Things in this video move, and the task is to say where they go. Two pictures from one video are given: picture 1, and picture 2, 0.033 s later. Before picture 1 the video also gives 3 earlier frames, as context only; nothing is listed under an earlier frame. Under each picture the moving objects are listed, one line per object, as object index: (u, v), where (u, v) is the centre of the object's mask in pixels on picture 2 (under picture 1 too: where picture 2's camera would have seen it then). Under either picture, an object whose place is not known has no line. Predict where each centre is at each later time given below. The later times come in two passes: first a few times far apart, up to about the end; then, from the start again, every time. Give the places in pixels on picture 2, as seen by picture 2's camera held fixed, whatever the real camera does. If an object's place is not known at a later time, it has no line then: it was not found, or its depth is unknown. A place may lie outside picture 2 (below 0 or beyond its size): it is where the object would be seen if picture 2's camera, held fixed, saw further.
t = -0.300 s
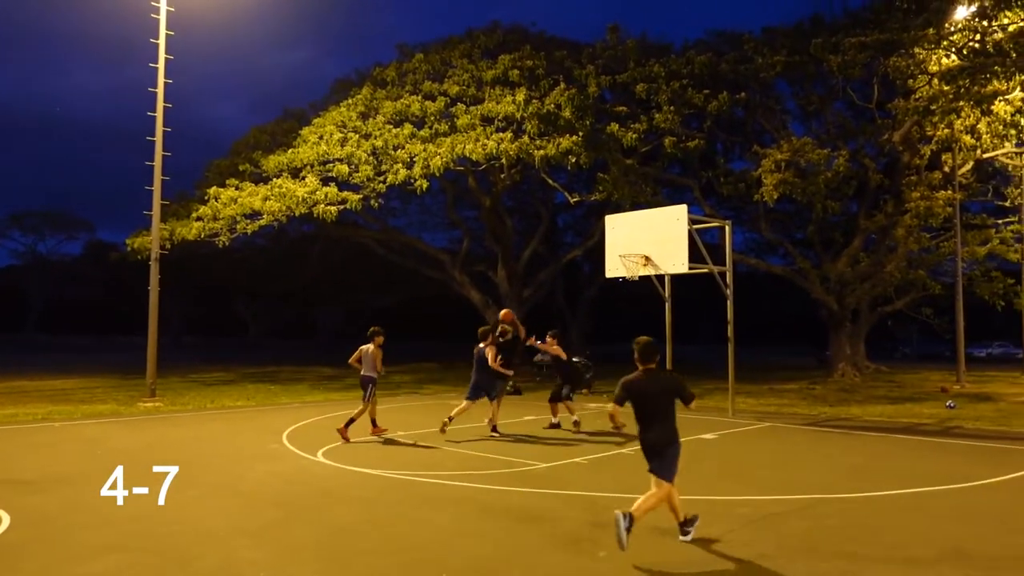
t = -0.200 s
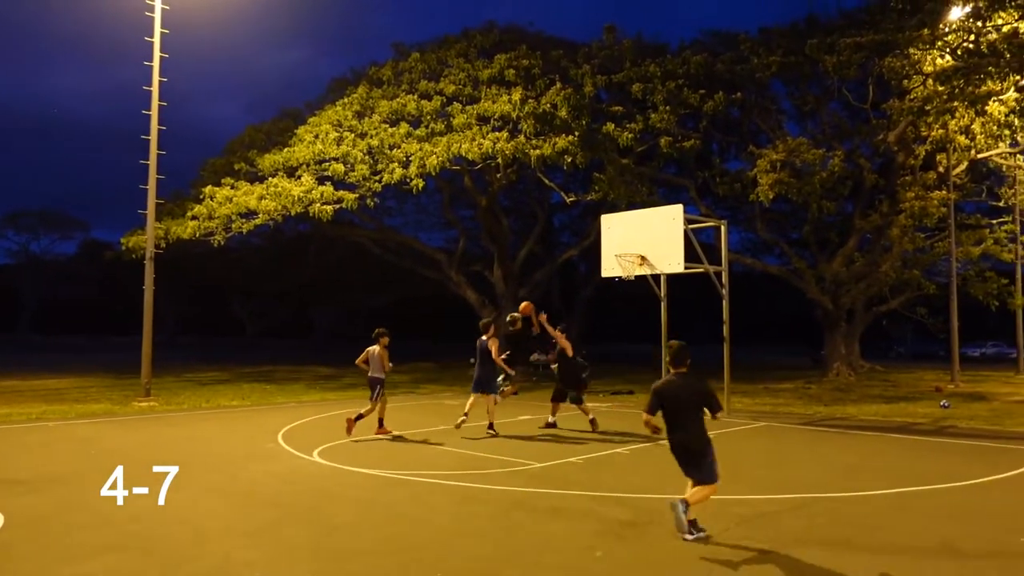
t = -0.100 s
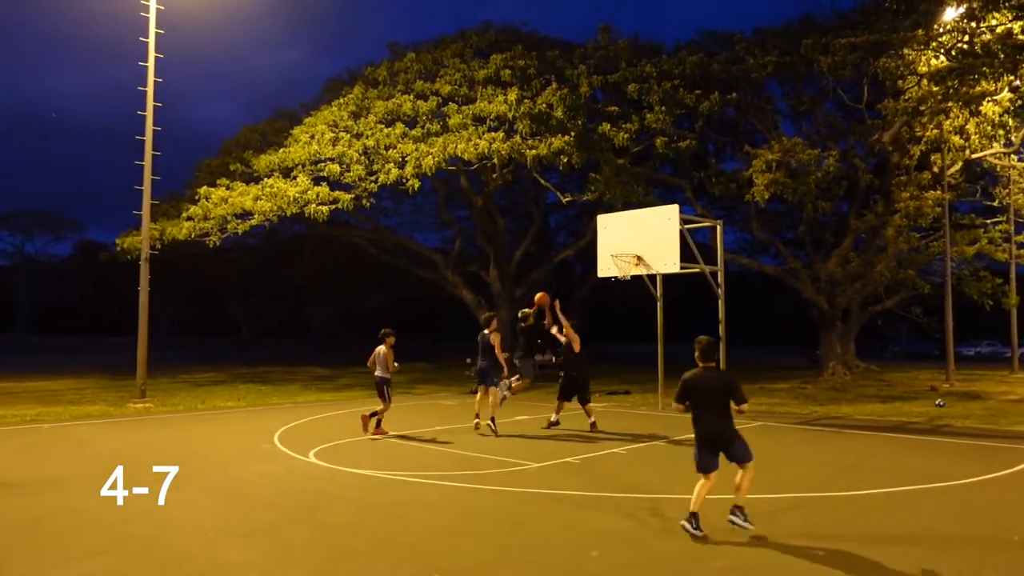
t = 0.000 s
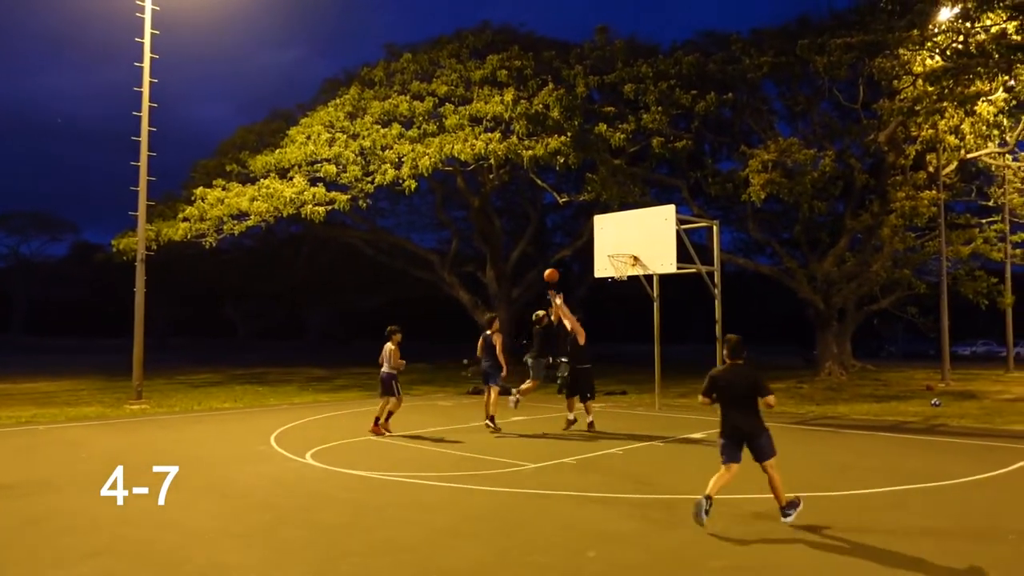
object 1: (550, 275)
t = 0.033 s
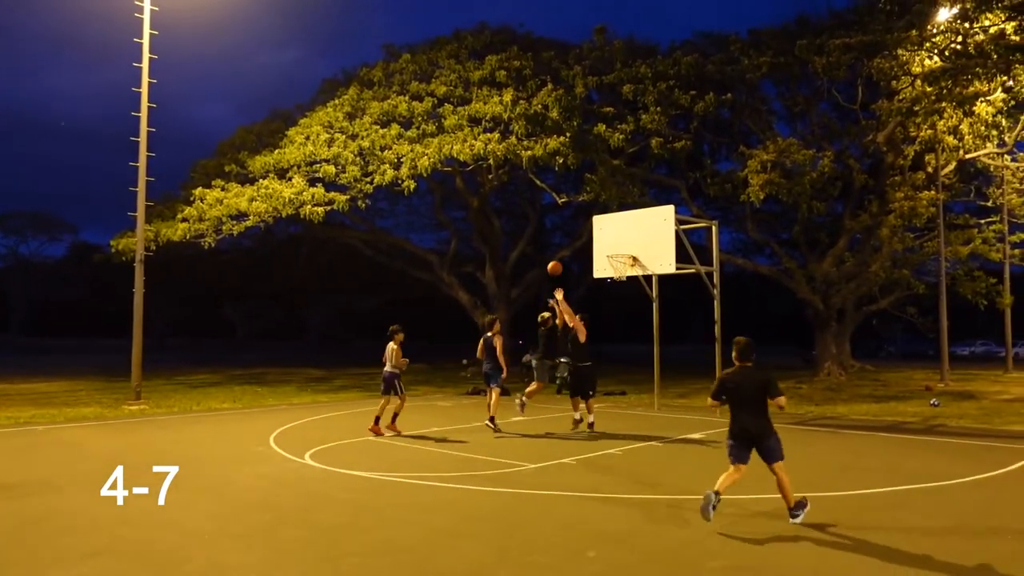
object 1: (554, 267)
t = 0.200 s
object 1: (574, 241)
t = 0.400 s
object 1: (597, 231)
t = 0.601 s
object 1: (619, 242)
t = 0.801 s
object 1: (638, 243)
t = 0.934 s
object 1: (650, 248)
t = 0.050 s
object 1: (556, 264)
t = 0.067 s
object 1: (559, 260)
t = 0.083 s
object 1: (560, 258)
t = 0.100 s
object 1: (562, 254)
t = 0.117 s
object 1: (564, 251)
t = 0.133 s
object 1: (566, 248)
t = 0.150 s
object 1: (568, 246)
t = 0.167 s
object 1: (571, 244)
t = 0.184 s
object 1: (572, 242)
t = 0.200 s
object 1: (574, 241)
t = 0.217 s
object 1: (576, 238)
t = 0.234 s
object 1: (578, 237)
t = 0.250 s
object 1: (580, 236)
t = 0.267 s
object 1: (582, 234)
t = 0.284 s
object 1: (584, 233)
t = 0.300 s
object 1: (585, 232)
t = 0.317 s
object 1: (587, 231)
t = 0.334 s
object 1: (590, 231)
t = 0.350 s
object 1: (591, 231)
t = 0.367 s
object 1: (593, 231)
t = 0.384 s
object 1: (595, 231)
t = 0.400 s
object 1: (597, 231)
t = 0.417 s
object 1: (599, 231)
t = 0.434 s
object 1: (602, 231)
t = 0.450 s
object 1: (603, 231)
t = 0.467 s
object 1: (605, 232)
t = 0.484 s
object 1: (607, 233)
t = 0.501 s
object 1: (609, 234)
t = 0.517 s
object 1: (611, 235)
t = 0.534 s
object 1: (612, 236)
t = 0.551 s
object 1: (614, 237)
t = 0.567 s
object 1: (616, 239)
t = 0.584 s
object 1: (618, 240)
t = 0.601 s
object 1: (619, 242)
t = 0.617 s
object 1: (621, 244)
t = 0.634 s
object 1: (623, 246)
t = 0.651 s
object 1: (624, 248)
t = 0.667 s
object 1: (626, 247)
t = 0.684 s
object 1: (627, 246)
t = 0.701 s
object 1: (629, 245)
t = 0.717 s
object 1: (631, 244)
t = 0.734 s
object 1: (632, 244)
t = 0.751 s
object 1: (633, 243)
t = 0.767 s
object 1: (635, 243)
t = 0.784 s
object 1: (636, 243)
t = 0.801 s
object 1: (638, 243)
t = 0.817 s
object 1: (640, 243)
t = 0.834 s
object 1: (641, 243)
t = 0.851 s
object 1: (643, 243)
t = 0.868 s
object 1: (644, 244)
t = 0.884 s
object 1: (646, 245)
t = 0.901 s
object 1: (647, 246)
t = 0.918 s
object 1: (649, 247)
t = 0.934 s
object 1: (650, 248)
